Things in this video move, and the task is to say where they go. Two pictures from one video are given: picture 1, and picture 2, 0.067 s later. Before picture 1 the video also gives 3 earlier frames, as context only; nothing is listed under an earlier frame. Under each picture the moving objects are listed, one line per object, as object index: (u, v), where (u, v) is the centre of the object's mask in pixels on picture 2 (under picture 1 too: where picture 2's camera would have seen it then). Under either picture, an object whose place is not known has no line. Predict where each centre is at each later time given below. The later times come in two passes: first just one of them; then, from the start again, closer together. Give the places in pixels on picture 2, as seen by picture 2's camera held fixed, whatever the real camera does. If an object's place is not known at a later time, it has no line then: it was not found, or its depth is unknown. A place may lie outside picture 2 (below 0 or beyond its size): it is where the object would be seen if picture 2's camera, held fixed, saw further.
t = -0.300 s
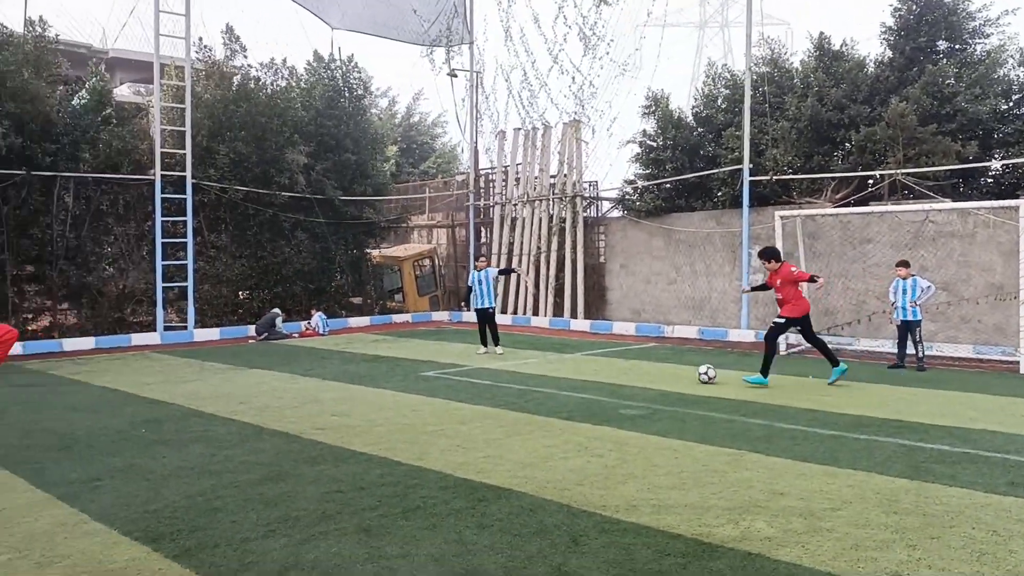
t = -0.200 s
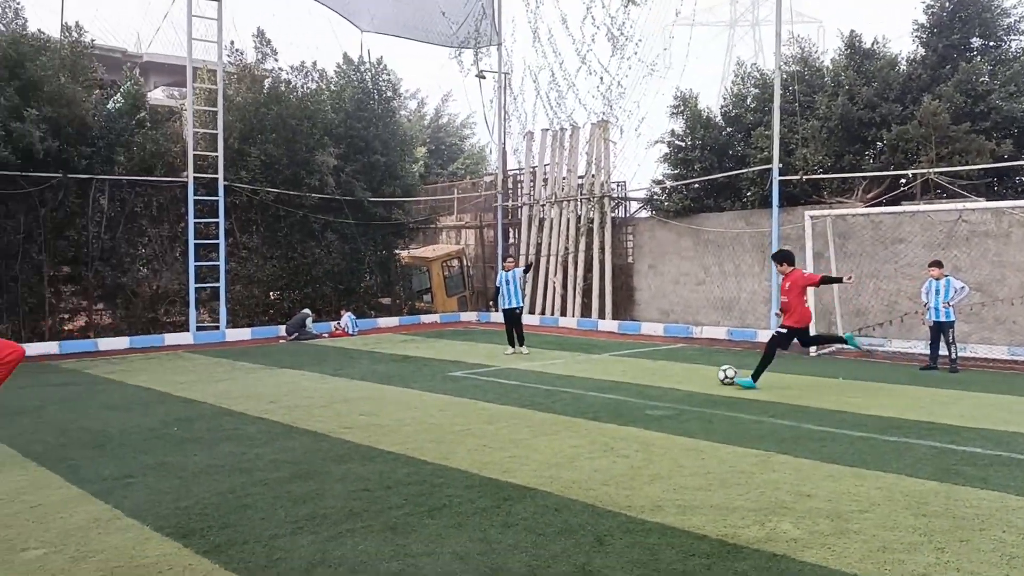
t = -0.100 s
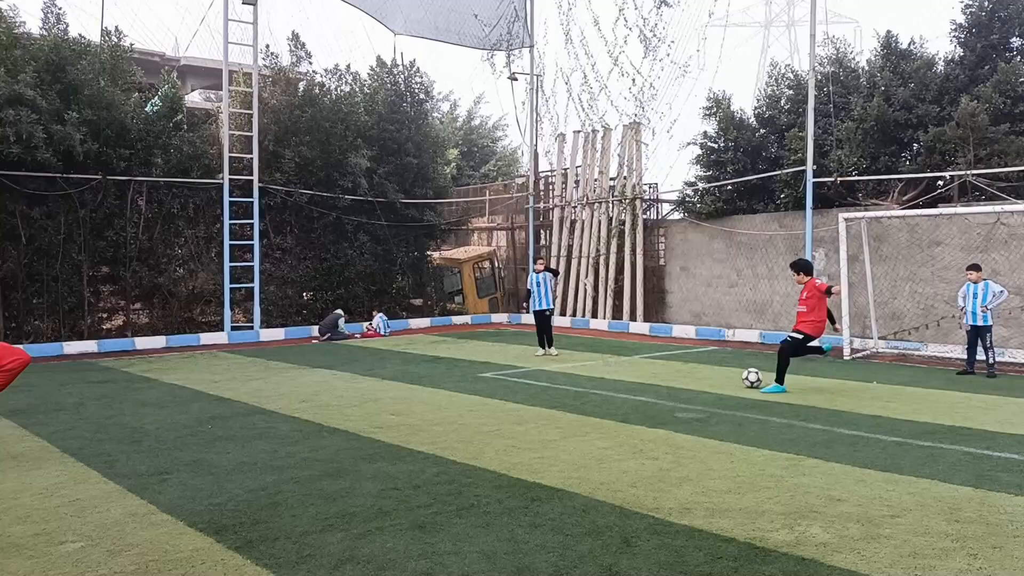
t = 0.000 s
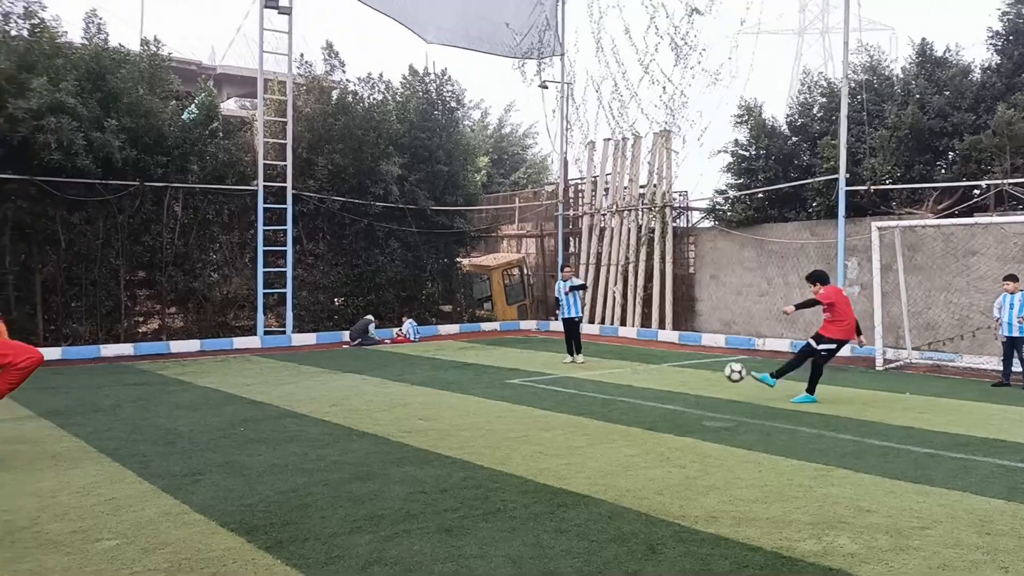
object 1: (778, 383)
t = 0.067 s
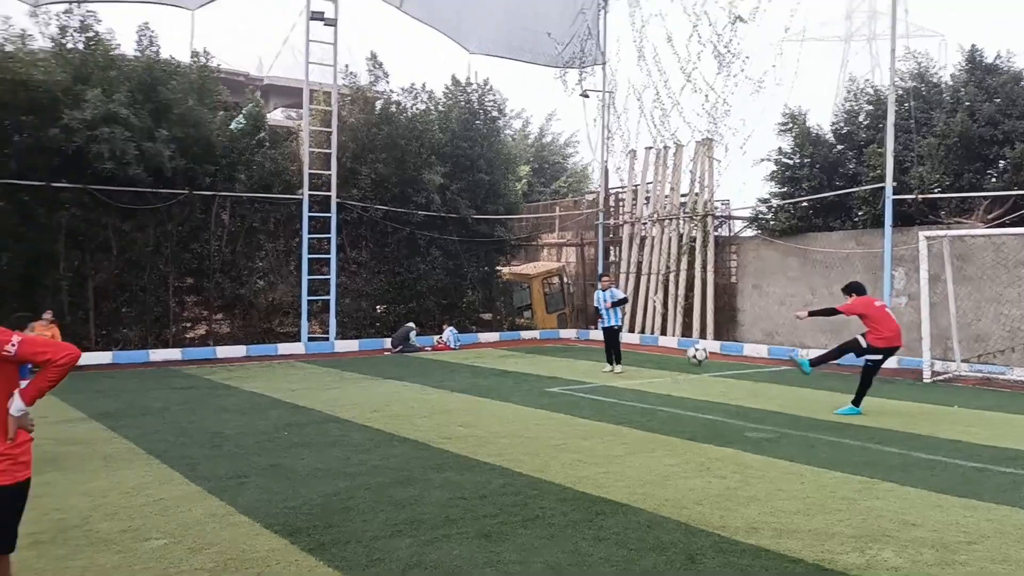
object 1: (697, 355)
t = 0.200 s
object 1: (520, 301)
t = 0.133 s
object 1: (612, 328)
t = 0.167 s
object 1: (566, 314)
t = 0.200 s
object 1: (520, 301)
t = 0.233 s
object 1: (472, 289)
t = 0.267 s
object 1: (421, 277)
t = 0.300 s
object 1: (366, 265)
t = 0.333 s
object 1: (309, 253)
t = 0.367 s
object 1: (250, 242)
